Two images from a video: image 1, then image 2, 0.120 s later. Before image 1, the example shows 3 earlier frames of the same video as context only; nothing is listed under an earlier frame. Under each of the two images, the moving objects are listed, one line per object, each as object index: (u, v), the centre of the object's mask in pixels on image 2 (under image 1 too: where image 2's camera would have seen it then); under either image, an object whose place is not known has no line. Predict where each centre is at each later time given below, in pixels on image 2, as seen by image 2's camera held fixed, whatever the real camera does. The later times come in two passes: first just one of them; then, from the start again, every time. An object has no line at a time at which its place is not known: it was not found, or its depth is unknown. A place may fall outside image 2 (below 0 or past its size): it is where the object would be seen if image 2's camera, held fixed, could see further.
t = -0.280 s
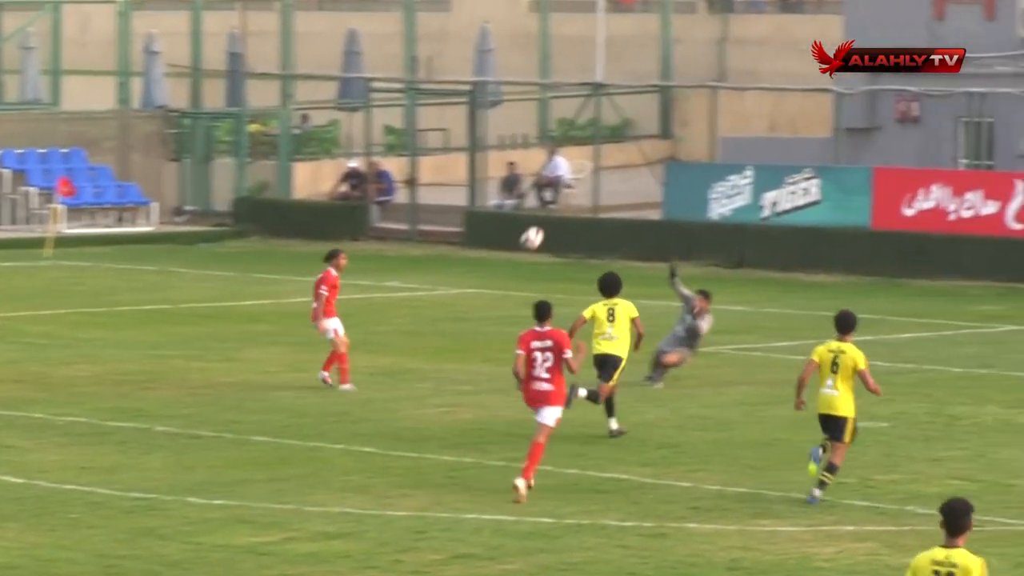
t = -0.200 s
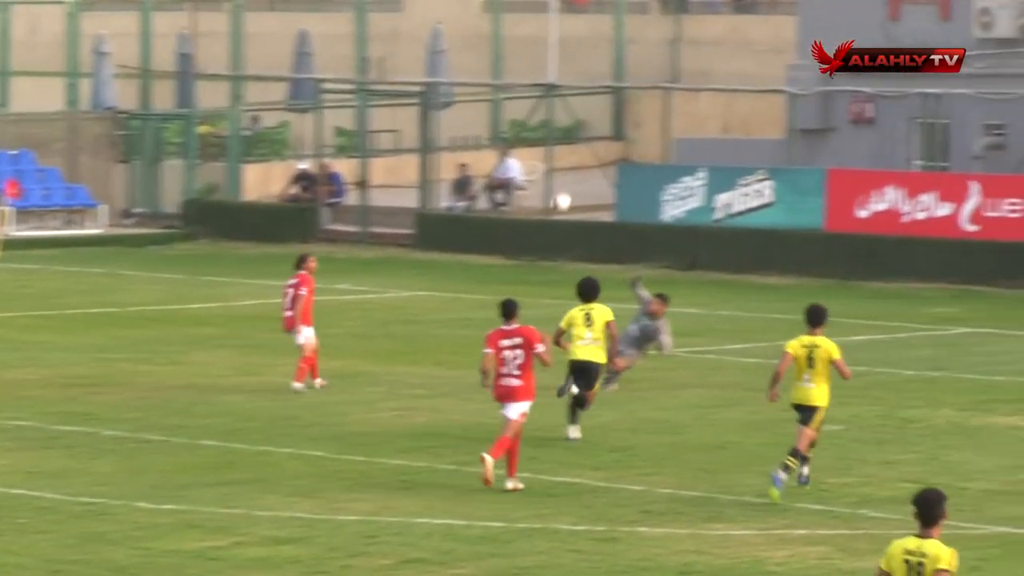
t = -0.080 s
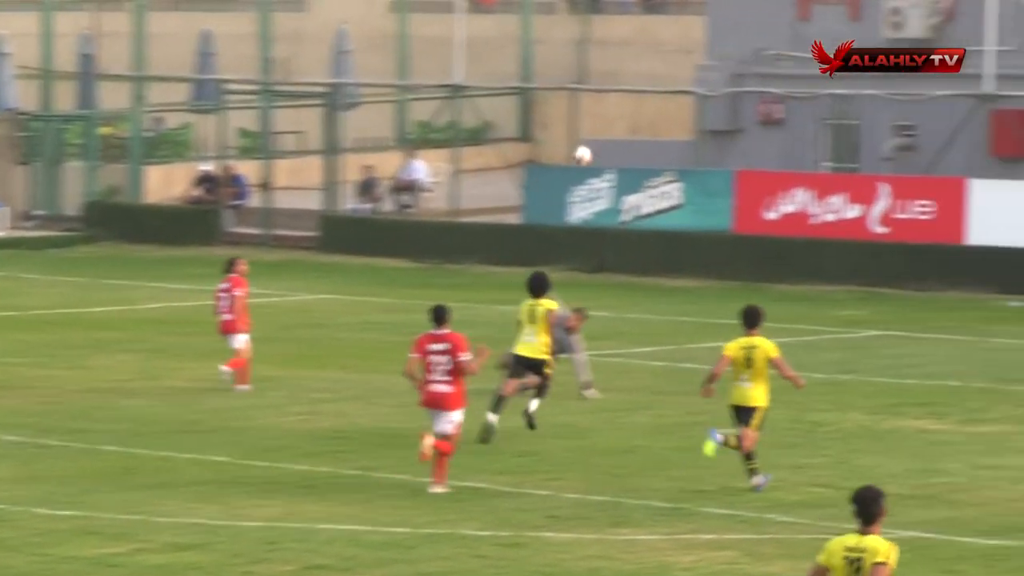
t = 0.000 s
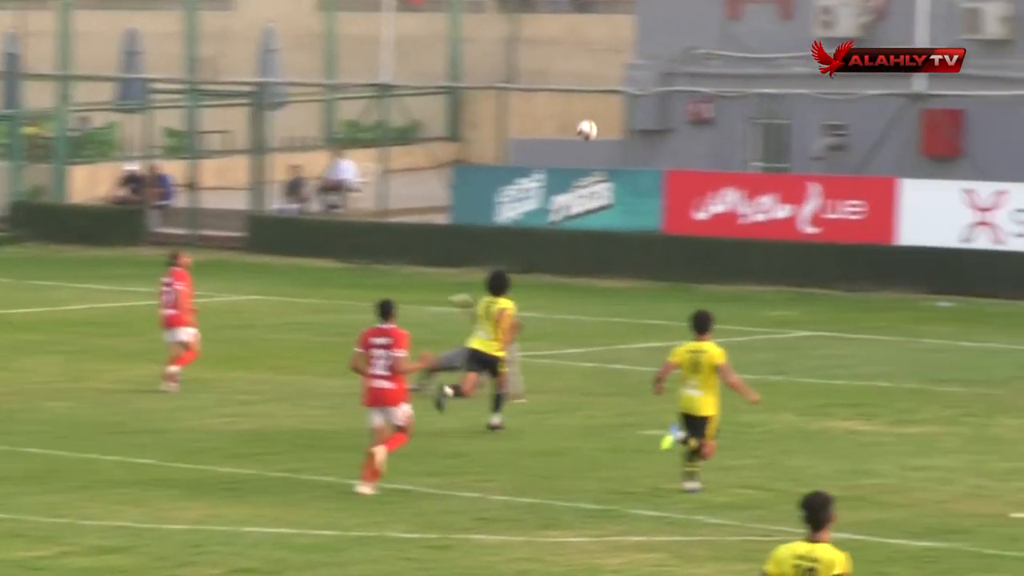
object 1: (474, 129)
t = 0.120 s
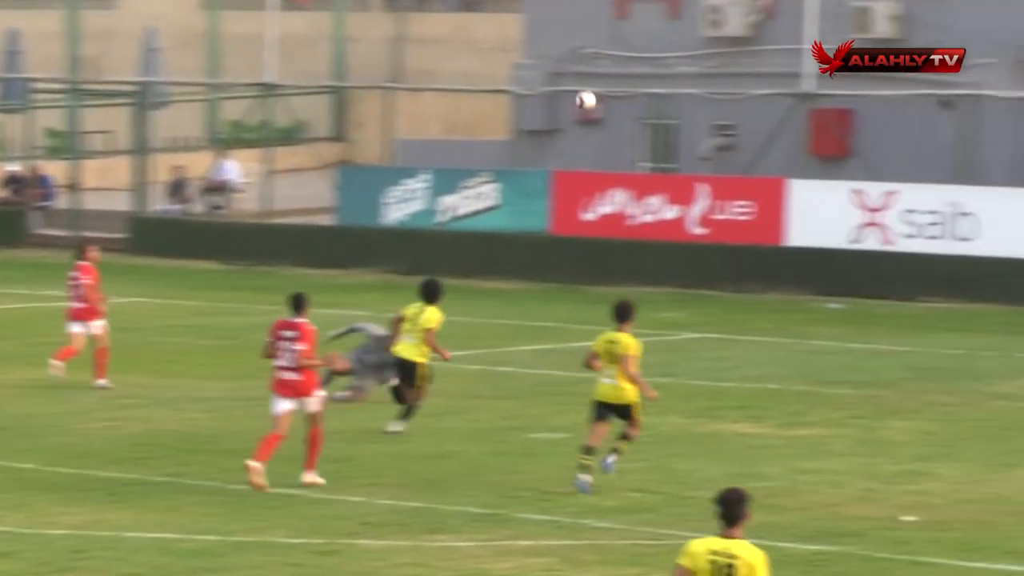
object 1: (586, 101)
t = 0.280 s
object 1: (731, 78)
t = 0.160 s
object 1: (623, 93)
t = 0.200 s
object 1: (659, 87)
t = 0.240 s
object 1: (695, 82)
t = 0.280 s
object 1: (731, 78)
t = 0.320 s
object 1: (767, 76)
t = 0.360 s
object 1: (803, 75)
